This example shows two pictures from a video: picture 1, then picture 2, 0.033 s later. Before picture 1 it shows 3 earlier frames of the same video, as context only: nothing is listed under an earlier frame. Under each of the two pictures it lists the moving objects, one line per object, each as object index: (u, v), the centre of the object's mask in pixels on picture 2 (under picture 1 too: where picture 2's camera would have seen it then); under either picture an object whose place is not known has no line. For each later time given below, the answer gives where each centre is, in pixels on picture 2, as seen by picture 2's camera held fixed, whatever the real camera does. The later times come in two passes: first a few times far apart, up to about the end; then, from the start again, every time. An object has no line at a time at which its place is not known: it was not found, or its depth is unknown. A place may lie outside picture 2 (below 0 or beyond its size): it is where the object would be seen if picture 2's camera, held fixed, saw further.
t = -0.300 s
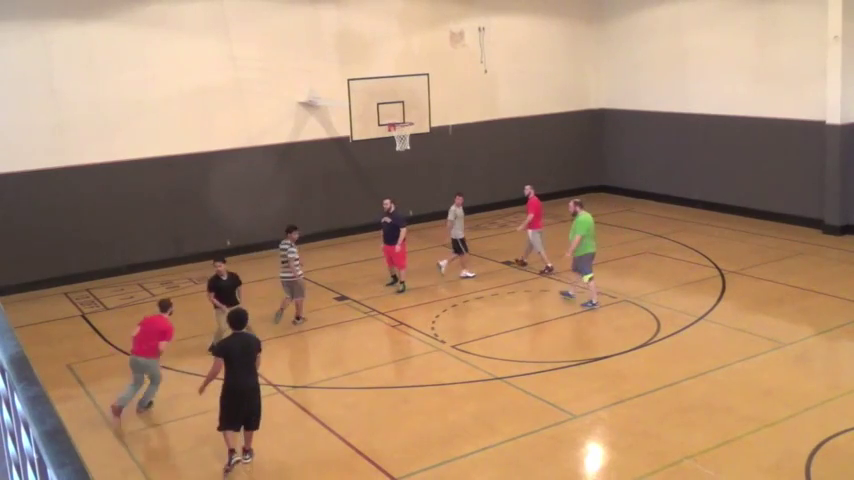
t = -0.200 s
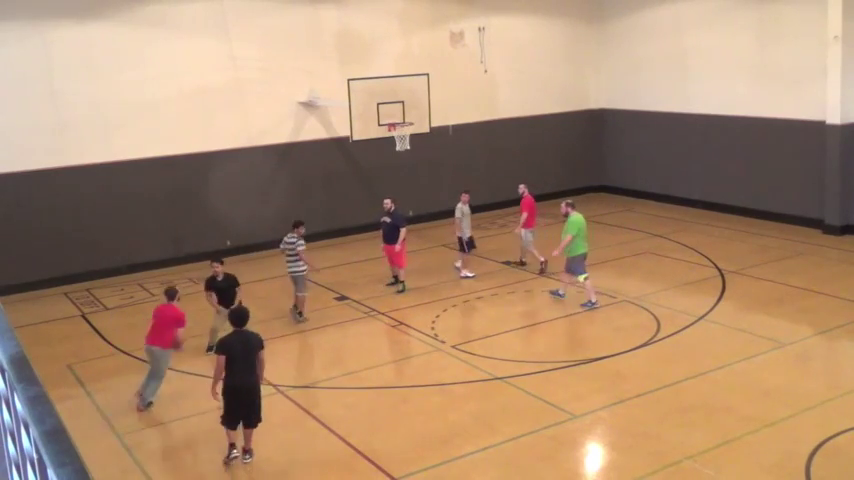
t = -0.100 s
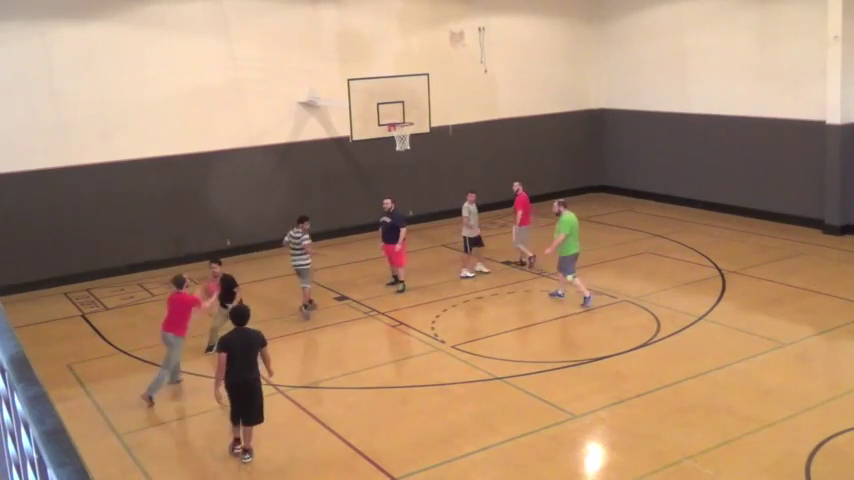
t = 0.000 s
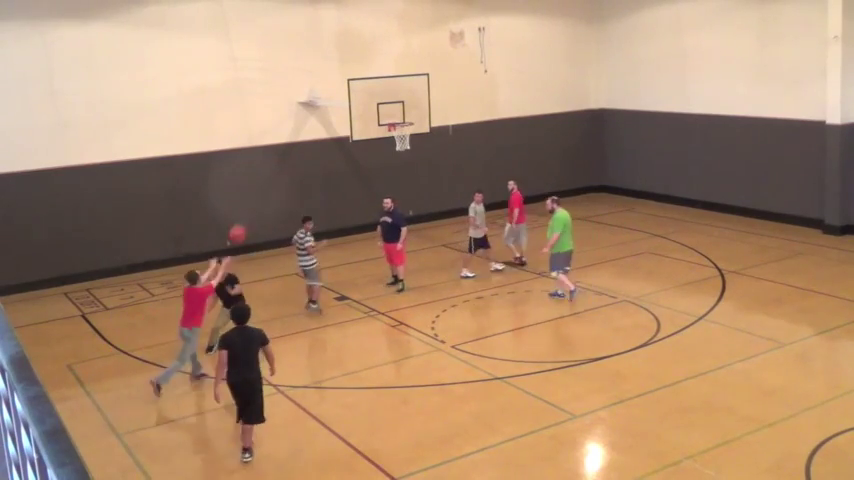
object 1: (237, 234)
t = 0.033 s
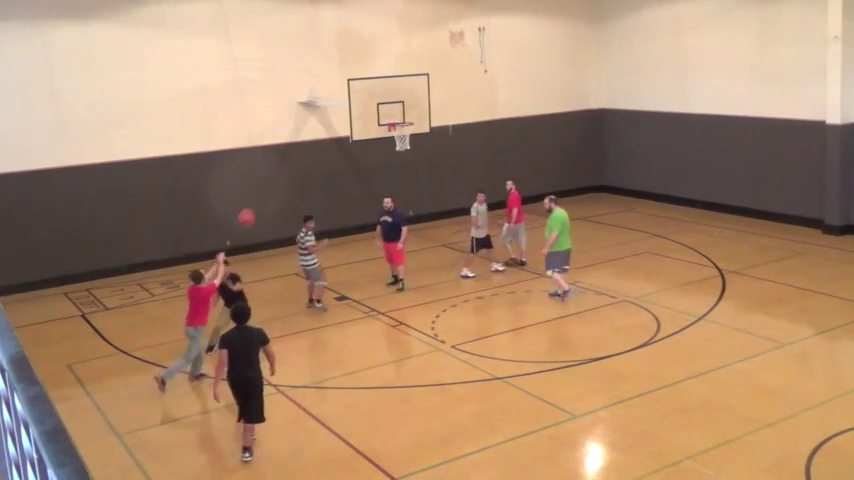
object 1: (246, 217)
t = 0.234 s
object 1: (294, 144)
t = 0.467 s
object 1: (345, 98)
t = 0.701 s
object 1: (392, 88)
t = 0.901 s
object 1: (428, 105)
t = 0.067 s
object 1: (254, 202)
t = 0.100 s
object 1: (262, 189)
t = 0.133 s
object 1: (270, 176)
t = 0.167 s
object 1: (279, 164)
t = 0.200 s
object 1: (286, 152)
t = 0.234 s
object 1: (294, 144)
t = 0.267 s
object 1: (302, 135)
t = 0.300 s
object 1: (309, 126)
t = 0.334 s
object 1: (317, 120)
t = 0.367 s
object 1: (324, 112)
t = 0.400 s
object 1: (332, 107)
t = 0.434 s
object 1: (338, 102)
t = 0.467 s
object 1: (345, 98)
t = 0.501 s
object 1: (353, 95)
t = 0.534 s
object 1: (360, 92)
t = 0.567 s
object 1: (366, 90)
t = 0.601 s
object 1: (373, 88)
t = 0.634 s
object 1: (380, 88)
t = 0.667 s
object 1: (386, 88)
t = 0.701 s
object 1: (392, 88)
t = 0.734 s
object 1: (399, 89)
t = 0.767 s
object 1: (405, 91)
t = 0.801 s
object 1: (411, 94)
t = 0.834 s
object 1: (417, 97)
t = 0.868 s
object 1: (422, 101)
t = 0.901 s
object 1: (428, 105)
